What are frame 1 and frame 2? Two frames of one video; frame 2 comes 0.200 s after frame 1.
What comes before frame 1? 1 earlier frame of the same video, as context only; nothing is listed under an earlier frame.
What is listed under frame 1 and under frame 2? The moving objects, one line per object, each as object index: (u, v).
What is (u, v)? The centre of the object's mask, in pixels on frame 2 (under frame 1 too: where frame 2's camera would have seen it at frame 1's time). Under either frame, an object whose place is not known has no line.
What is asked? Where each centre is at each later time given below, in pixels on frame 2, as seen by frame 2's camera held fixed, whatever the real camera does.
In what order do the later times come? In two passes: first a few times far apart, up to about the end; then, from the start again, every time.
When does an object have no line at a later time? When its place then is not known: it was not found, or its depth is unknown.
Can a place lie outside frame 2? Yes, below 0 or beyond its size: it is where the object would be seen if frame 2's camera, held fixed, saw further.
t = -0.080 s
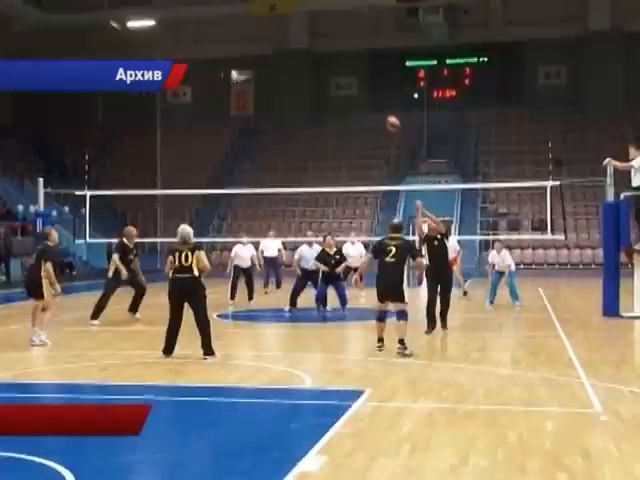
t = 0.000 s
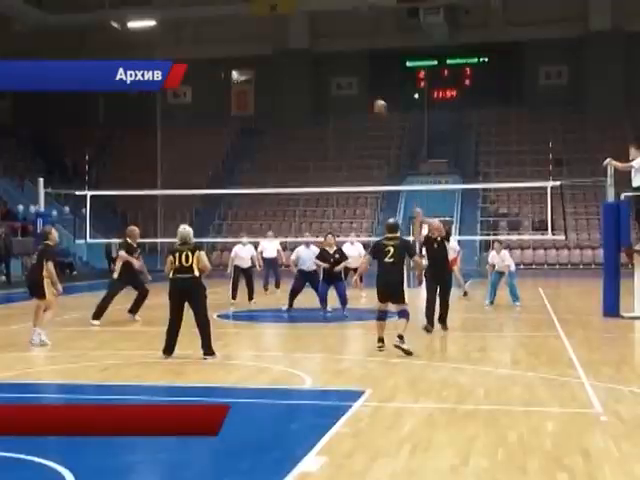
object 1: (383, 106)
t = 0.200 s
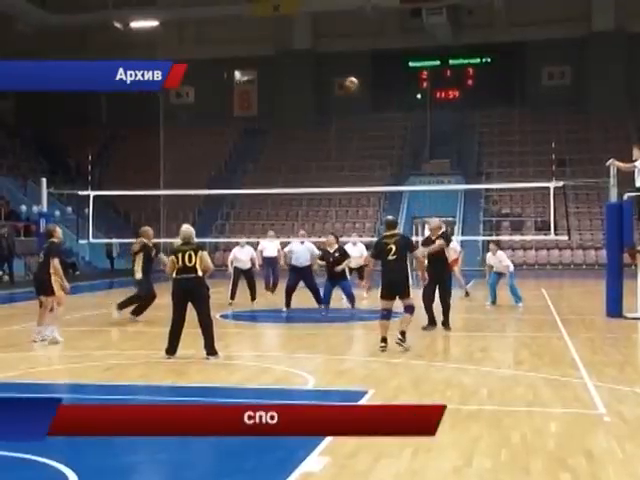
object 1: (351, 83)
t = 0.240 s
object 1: (346, 81)
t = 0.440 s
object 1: (317, 87)
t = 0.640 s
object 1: (289, 114)
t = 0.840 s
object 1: (263, 160)
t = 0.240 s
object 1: (346, 81)
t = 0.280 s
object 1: (341, 80)
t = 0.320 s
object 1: (334, 81)
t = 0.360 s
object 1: (328, 82)
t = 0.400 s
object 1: (322, 84)
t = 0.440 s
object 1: (317, 87)
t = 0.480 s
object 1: (311, 90)
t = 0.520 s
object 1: (304, 94)
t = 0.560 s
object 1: (299, 100)
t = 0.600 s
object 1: (294, 106)
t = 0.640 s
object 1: (289, 114)
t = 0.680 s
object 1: (284, 122)
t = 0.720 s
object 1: (279, 130)
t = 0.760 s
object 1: (274, 140)
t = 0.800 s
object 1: (269, 150)
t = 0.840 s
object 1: (263, 160)
